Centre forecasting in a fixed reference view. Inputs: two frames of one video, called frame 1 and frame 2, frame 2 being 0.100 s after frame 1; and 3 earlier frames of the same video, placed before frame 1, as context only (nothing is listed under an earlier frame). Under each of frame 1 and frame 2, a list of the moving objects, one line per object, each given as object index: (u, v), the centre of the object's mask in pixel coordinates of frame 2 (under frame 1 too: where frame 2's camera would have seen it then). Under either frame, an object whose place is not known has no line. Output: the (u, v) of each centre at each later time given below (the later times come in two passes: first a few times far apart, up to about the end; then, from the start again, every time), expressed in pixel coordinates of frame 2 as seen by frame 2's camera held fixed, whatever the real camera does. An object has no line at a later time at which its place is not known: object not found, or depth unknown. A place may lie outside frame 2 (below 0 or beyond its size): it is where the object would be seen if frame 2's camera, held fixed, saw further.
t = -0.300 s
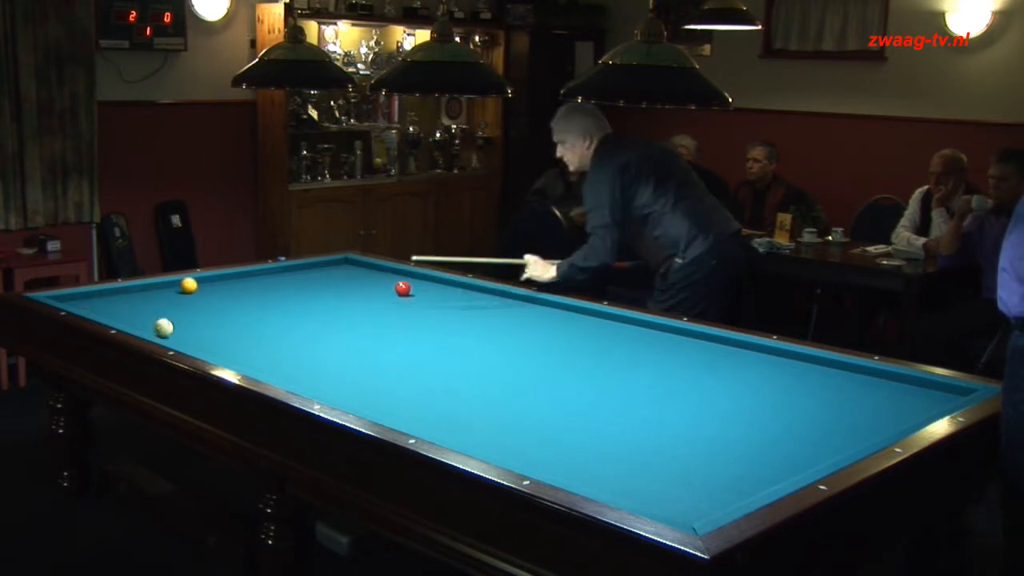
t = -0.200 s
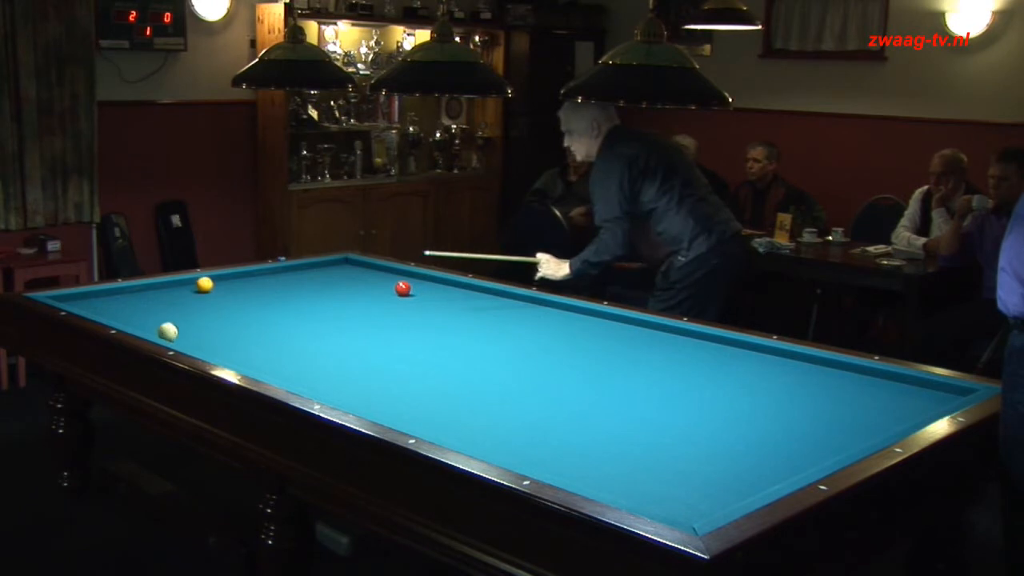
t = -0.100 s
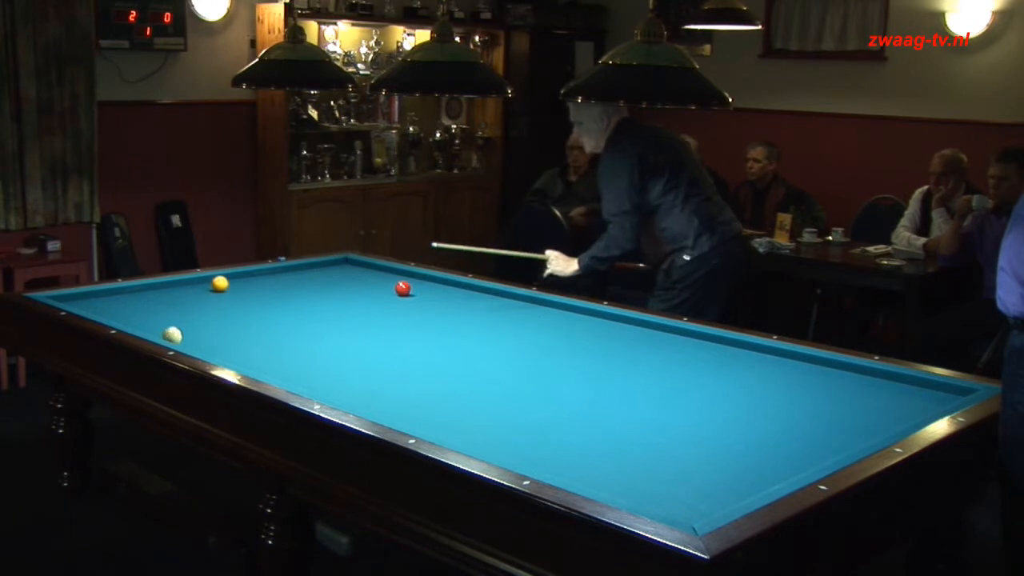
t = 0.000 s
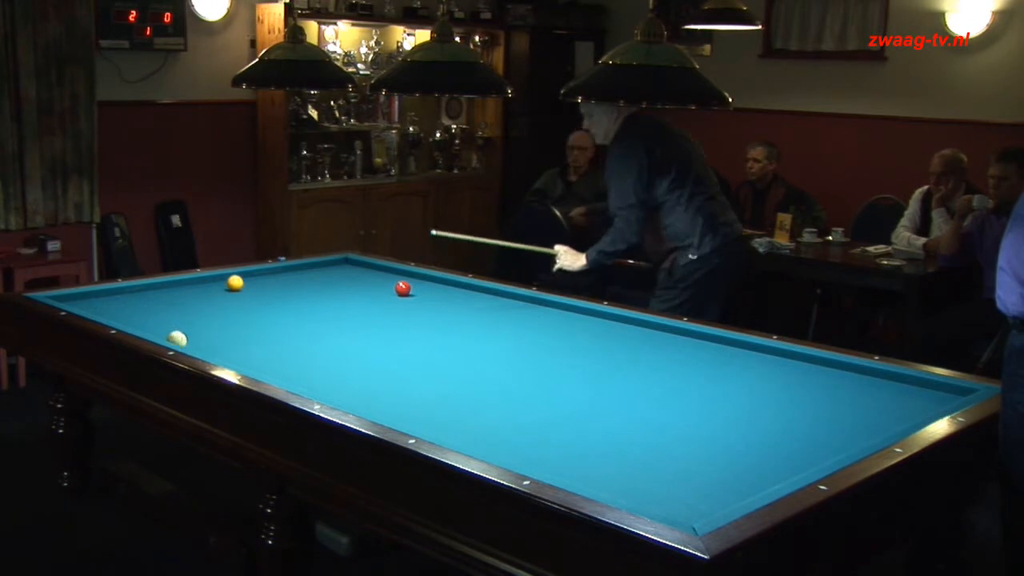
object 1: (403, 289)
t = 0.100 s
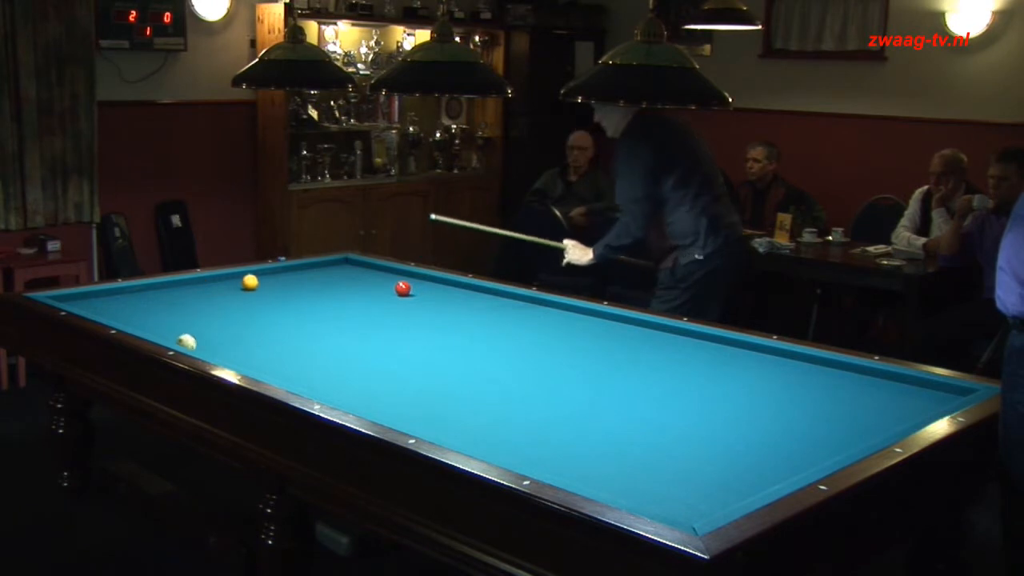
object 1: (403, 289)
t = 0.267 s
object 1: (403, 289)
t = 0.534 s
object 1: (403, 289)
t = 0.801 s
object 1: (403, 289)
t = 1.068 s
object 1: (403, 289)
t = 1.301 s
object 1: (403, 289)
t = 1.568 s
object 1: (403, 289)
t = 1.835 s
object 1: (403, 289)
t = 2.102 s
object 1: (402, 290)
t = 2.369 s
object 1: (399, 292)
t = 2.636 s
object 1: (396, 295)
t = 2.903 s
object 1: (394, 297)
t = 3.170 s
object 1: (392, 300)
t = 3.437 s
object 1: (390, 302)
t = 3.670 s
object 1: (388, 304)
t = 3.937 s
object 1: (386, 306)
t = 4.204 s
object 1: (384, 308)
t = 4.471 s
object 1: (382, 310)
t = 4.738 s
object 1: (380, 312)
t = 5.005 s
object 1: (379, 314)
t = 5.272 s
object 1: (377, 315)
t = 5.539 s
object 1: (375, 316)
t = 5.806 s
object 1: (374, 317)
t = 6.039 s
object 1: (373, 318)
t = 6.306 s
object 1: (372, 318)
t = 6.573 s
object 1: (372, 319)
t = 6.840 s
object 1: (371, 319)
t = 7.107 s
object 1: (371, 319)
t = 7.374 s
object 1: (371, 319)
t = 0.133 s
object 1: (403, 289)
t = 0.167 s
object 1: (403, 289)
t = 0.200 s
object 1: (403, 289)
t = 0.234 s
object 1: (403, 289)
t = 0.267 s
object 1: (403, 289)
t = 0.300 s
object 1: (403, 289)
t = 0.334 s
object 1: (403, 289)
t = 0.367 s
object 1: (403, 289)
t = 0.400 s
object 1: (403, 289)
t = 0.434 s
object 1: (403, 289)
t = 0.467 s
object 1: (403, 289)
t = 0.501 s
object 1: (403, 289)
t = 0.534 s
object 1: (403, 289)
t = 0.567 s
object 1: (403, 289)
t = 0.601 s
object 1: (403, 289)
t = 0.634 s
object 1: (403, 289)
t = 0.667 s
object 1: (403, 289)
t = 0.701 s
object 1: (403, 289)
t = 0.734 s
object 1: (403, 289)
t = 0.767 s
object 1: (403, 289)
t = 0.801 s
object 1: (403, 289)
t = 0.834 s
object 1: (403, 289)
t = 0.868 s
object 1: (403, 289)
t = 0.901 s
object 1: (403, 289)
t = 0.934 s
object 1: (403, 289)
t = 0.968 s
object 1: (403, 289)
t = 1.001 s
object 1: (403, 289)
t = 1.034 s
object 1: (403, 289)
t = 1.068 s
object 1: (403, 289)
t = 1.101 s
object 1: (403, 289)
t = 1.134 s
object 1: (403, 289)
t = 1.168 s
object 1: (403, 289)
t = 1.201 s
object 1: (403, 289)
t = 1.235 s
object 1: (403, 289)
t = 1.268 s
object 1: (403, 289)
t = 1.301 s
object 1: (403, 289)
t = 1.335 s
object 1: (403, 289)
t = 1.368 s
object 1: (403, 289)
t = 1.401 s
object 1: (403, 289)
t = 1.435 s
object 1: (403, 289)
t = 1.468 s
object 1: (403, 289)
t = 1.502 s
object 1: (403, 289)
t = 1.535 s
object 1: (403, 289)
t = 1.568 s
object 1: (403, 289)
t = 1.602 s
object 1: (403, 289)
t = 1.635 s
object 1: (403, 289)
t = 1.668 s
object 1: (403, 289)
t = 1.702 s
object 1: (403, 289)
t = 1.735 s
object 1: (403, 289)
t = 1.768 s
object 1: (403, 289)
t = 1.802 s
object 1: (402, 289)
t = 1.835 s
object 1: (403, 289)
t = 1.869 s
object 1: (403, 289)
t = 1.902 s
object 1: (403, 289)
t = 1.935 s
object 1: (403, 289)
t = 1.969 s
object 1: (403, 289)
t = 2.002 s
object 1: (403, 289)
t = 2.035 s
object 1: (402, 289)
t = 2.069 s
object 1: (402, 289)
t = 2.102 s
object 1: (402, 290)
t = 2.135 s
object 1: (401, 290)
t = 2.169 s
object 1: (401, 290)
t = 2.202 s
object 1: (401, 290)
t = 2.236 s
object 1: (400, 291)
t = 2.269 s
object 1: (400, 291)
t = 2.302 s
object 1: (400, 292)
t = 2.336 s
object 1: (399, 292)
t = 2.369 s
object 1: (399, 292)
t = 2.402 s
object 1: (399, 292)
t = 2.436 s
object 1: (398, 293)
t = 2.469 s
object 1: (398, 293)
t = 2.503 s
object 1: (398, 293)
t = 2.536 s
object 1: (397, 293)
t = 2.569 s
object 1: (397, 294)
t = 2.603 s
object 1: (397, 294)
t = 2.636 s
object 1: (396, 295)
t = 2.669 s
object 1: (396, 295)
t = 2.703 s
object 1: (396, 296)
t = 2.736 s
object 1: (395, 296)
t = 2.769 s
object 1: (395, 296)
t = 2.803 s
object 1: (395, 296)
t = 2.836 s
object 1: (395, 297)
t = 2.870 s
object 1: (395, 297)
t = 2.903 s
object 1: (394, 297)
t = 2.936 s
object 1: (394, 298)
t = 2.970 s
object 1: (394, 298)
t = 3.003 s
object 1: (393, 298)
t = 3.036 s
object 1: (393, 299)
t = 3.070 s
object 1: (393, 299)
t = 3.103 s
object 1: (393, 299)
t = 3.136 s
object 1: (392, 300)
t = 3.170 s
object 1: (392, 300)
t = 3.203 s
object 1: (392, 300)
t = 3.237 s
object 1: (391, 300)
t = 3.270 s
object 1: (391, 301)
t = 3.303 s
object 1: (391, 301)
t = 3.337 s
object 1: (391, 301)
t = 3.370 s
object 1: (390, 302)
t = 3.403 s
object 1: (390, 302)
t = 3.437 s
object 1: (390, 302)
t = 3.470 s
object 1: (390, 302)
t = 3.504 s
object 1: (389, 303)
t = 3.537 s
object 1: (389, 303)
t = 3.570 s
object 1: (389, 303)
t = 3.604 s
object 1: (389, 304)
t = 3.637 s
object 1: (388, 304)
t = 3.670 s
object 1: (388, 304)
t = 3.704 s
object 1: (388, 304)
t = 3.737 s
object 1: (388, 305)
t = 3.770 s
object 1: (387, 305)
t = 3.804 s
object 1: (387, 305)
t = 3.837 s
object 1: (387, 306)
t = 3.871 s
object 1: (386, 306)
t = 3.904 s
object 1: (386, 306)
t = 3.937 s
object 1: (386, 306)
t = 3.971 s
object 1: (386, 307)
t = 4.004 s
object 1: (386, 307)
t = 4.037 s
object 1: (385, 307)
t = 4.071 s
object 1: (385, 307)
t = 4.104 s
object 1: (385, 308)
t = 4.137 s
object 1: (384, 308)
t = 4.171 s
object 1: (384, 308)
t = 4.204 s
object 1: (384, 308)
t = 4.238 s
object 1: (384, 309)
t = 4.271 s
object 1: (384, 309)
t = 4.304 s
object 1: (383, 309)
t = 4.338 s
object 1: (383, 309)
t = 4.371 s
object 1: (383, 309)
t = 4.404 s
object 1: (383, 310)
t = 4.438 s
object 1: (382, 310)
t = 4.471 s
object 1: (382, 310)
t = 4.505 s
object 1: (382, 310)
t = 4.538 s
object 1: (382, 311)
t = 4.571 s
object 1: (381, 311)
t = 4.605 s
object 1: (381, 311)
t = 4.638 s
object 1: (381, 311)
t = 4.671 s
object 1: (381, 312)
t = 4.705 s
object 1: (381, 312)
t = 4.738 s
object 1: (380, 312)
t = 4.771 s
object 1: (380, 312)
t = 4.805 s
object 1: (380, 312)
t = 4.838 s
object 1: (380, 313)
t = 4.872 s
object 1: (379, 313)
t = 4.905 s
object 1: (379, 313)
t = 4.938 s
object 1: (379, 313)
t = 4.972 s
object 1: (379, 313)
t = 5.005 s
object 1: (379, 314)
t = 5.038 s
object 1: (378, 314)
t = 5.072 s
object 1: (378, 314)
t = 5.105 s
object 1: (378, 314)
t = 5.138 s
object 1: (377, 314)
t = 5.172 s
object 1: (377, 314)
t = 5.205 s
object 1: (377, 314)
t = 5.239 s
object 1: (377, 315)
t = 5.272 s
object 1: (377, 315)
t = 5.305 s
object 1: (377, 315)
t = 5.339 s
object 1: (376, 315)
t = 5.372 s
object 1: (376, 315)
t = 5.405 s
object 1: (376, 315)
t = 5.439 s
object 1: (376, 315)
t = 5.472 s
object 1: (376, 316)
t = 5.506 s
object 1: (375, 316)
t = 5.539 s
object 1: (375, 316)
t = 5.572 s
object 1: (375, 316)
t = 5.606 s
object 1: (375, 316)
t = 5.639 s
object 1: (375, 316)
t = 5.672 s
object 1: (375, 317)
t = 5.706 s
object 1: (374, 317)
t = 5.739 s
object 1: (374, 317)
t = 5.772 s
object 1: (374, 317)
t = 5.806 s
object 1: (374, 317)
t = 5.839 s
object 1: (374, 317)
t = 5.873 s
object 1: (374, 317)
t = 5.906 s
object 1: (374, 317)
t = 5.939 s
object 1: (373, 317)
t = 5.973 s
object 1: (373, 317)
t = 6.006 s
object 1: (373, 318)
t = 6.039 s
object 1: (373, 318)
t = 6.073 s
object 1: (373, 318)
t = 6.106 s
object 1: (373, 318)
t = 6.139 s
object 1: (373, 318)
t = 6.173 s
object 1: (373, 318)
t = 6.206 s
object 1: (373, 318)
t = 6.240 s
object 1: (372, 318)
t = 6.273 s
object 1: (372, 318)
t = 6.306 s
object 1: (372, 318)
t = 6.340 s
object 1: (372, 319)
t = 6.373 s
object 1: (372, 319)
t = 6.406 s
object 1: (372, 319)
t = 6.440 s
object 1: (372, 319)
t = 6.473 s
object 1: (372, 319)
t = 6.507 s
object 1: (372, 319)
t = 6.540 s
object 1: (372, 319)
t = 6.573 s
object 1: (372, 319)
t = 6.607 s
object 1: (372, 319)
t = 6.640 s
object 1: (371, 319)
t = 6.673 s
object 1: (371, 319)
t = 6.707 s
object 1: (371, 319)
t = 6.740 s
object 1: (371, 319)
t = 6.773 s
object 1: (371, 319)
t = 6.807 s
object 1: (371, 319)
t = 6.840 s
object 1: (371, 319)
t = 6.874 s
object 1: (371, 319)
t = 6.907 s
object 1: (371, 319)
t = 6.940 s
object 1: (371, 319)
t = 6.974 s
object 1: (371, 319)
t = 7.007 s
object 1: (371, 319)
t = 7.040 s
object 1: (371, 319)
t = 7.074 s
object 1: (371, 319)
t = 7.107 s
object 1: (371, 319)
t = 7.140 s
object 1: (371, 319)
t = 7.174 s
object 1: (371, 319)
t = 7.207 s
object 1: (371, 319)
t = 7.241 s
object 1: (371, 319)
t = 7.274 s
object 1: (371, 319)
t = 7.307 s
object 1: (371, 319)
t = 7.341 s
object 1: (371, 319)
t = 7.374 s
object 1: (371, 319)
